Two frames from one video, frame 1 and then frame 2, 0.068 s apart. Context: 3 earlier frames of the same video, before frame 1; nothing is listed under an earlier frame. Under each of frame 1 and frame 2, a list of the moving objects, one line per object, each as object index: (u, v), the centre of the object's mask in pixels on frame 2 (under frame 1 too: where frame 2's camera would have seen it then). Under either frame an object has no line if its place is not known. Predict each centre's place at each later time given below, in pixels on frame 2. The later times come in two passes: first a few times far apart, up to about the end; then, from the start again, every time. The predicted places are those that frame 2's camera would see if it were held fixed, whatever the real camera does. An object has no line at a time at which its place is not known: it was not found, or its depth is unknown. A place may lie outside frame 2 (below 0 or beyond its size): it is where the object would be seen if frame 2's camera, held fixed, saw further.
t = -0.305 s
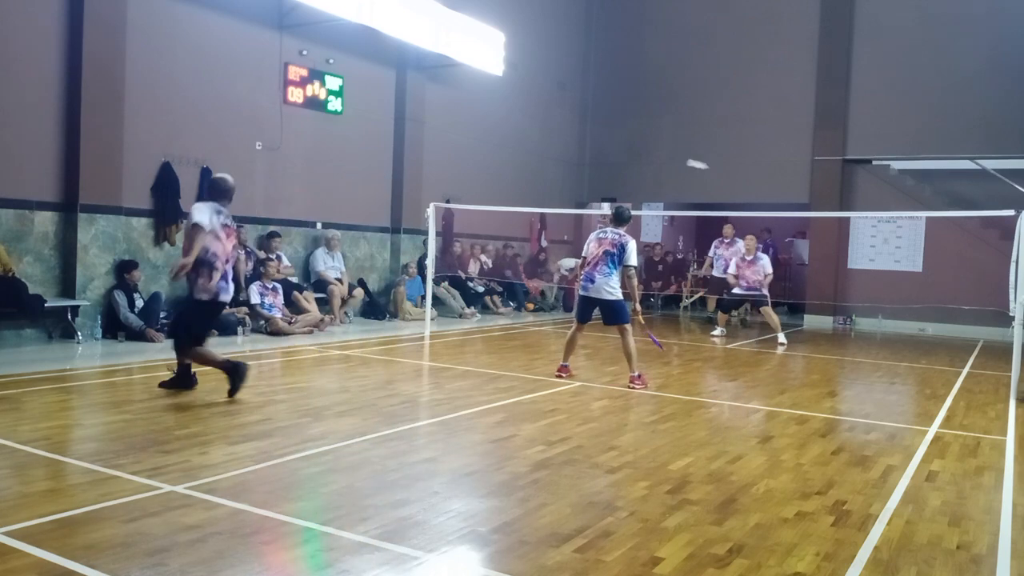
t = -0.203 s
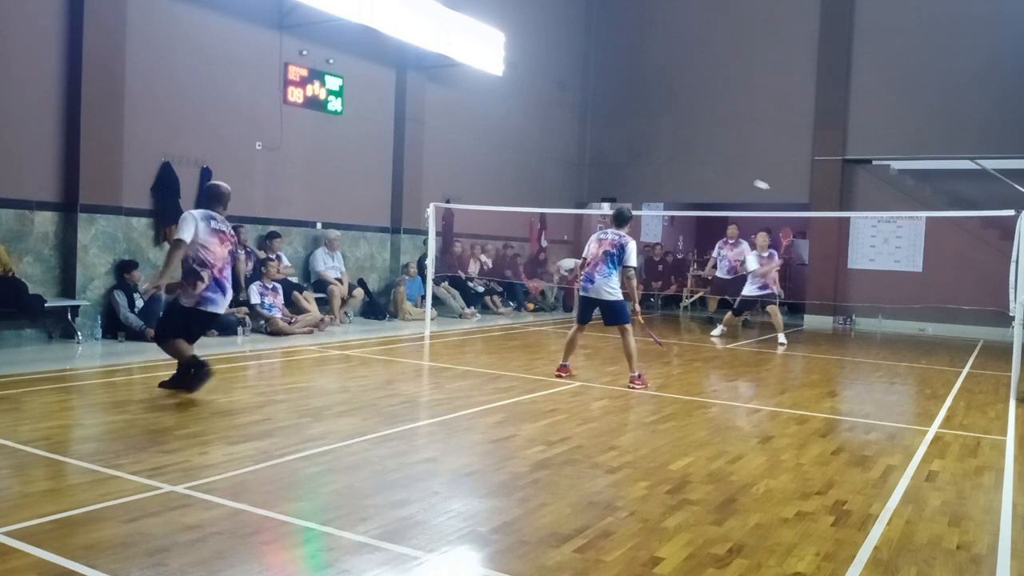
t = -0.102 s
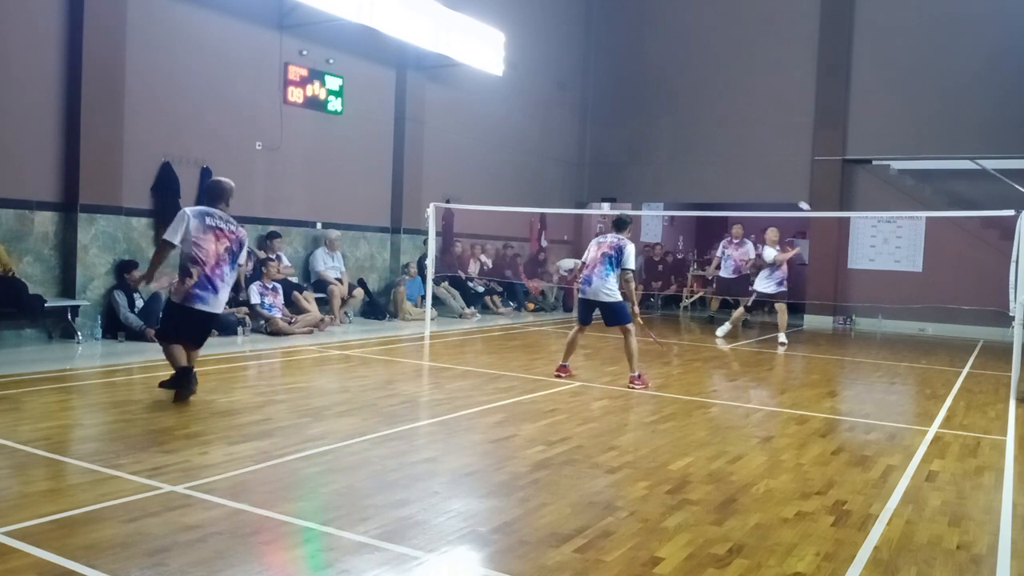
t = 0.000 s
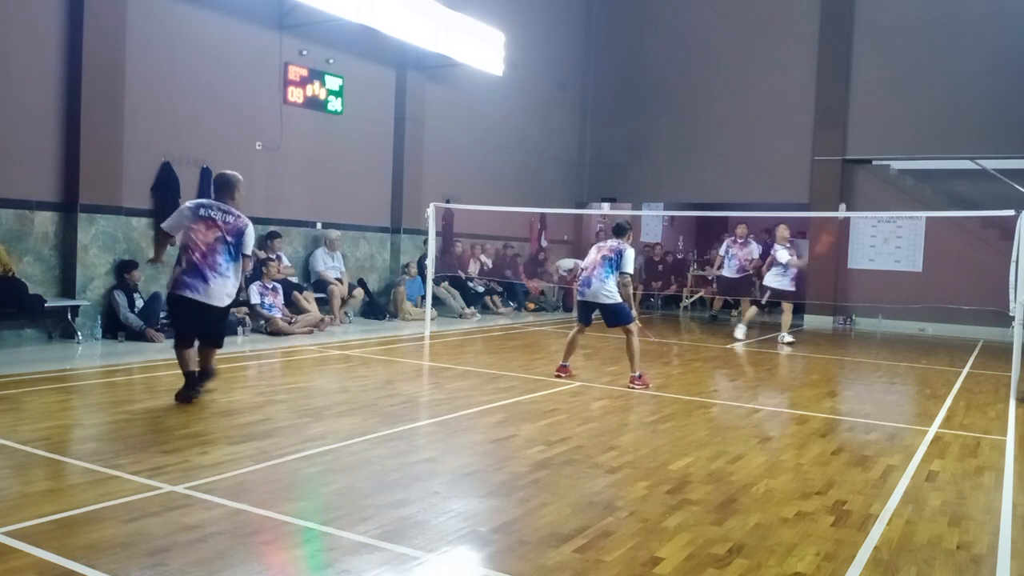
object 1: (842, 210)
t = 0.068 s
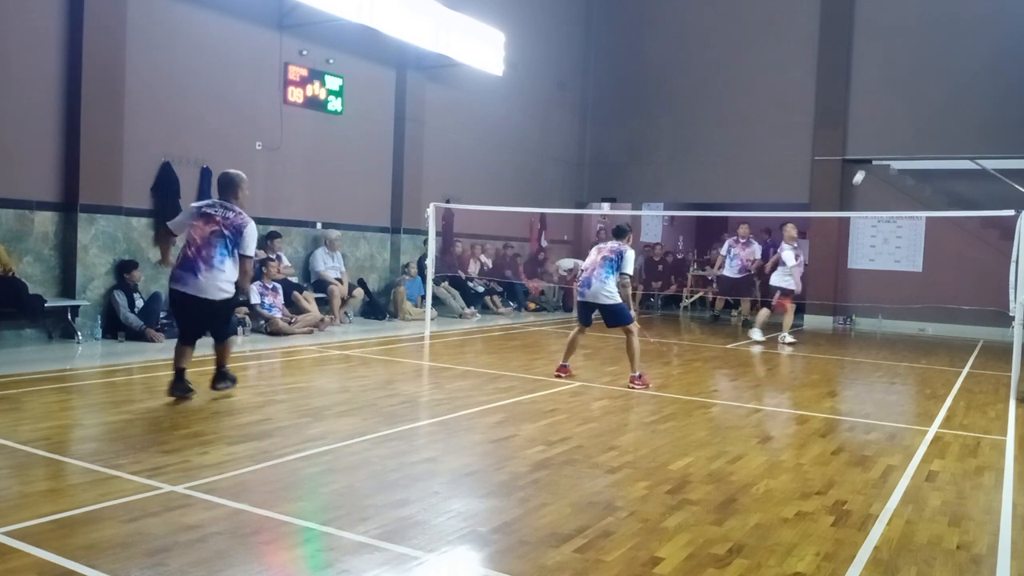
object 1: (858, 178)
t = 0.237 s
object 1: (899, 122)
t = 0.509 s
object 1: (965, 113)
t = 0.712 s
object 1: (1016, 202)
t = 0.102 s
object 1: (867, 163)
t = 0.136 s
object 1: (875, 151)
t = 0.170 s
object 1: (883, 140)
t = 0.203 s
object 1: (892, 130)
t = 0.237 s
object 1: (899, 122)
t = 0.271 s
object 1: (908, 115)
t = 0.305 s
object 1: (916, 110)
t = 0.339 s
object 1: (924, 106)
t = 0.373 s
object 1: (933, 103)
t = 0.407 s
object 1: (941, 102)
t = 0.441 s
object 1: (949, 104)
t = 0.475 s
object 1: (957, 107)
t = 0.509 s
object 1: (965, 113)
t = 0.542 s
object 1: (974, 121)
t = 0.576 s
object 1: (982, 131)
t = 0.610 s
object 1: (991, 144)
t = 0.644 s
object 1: (1000, 161)
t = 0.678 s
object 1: (1010, 181)
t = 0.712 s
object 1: (1016, 202)
